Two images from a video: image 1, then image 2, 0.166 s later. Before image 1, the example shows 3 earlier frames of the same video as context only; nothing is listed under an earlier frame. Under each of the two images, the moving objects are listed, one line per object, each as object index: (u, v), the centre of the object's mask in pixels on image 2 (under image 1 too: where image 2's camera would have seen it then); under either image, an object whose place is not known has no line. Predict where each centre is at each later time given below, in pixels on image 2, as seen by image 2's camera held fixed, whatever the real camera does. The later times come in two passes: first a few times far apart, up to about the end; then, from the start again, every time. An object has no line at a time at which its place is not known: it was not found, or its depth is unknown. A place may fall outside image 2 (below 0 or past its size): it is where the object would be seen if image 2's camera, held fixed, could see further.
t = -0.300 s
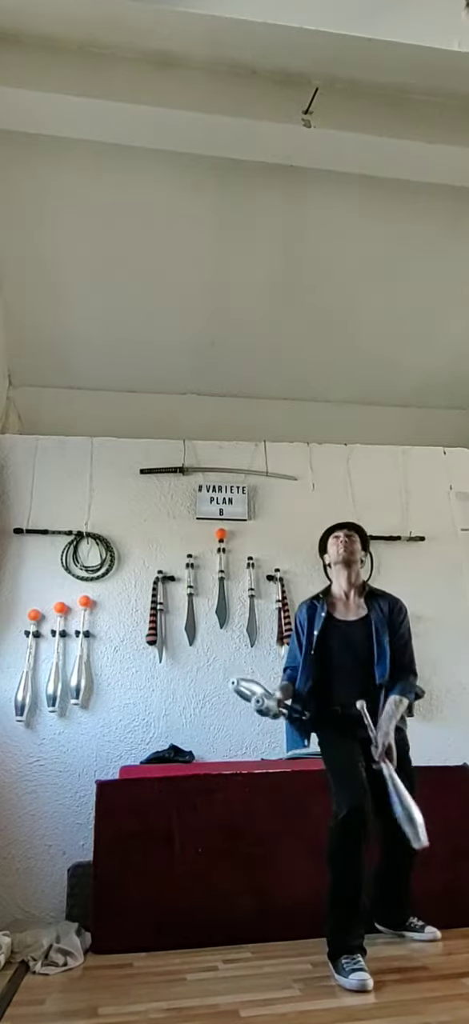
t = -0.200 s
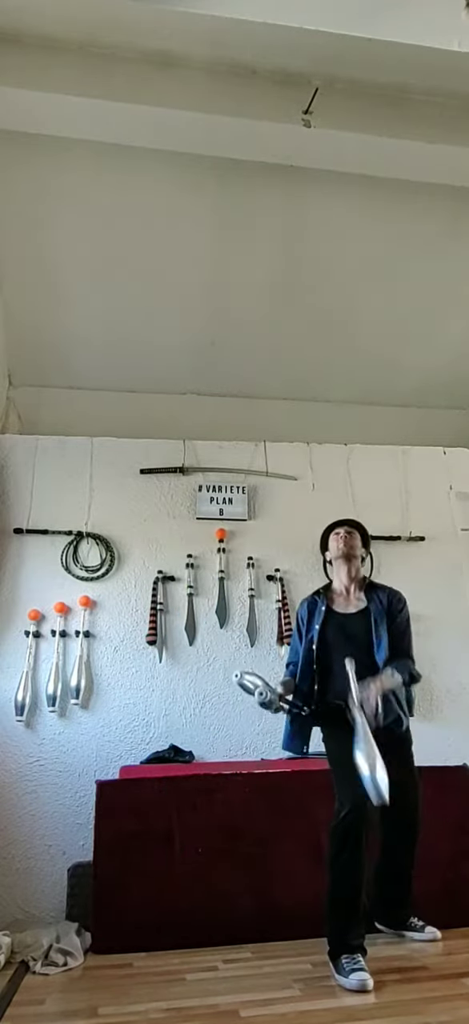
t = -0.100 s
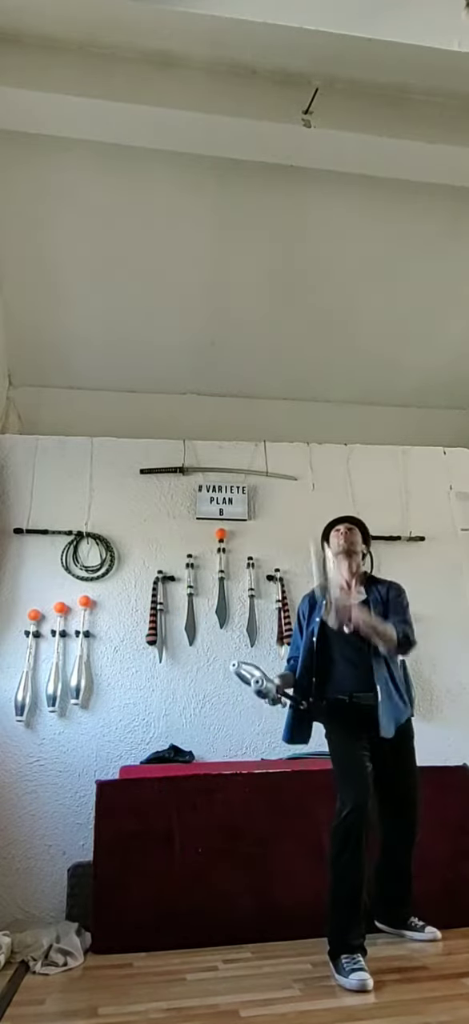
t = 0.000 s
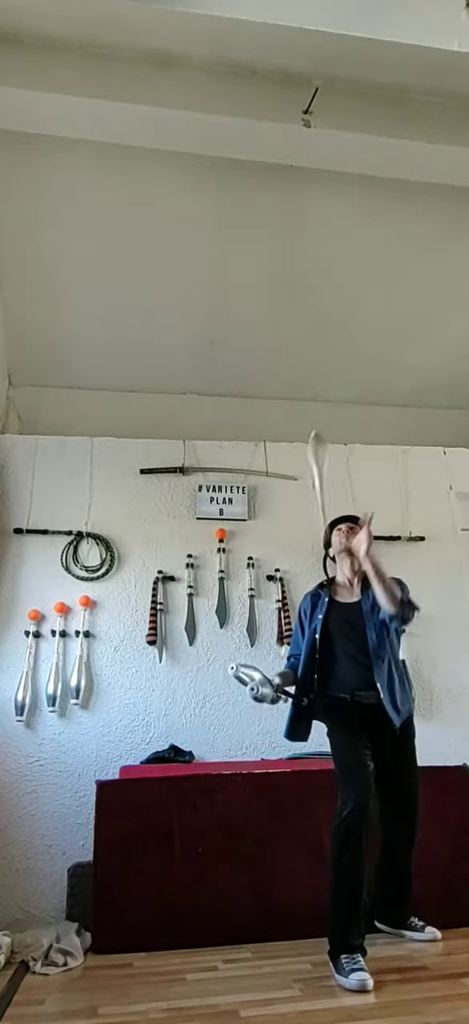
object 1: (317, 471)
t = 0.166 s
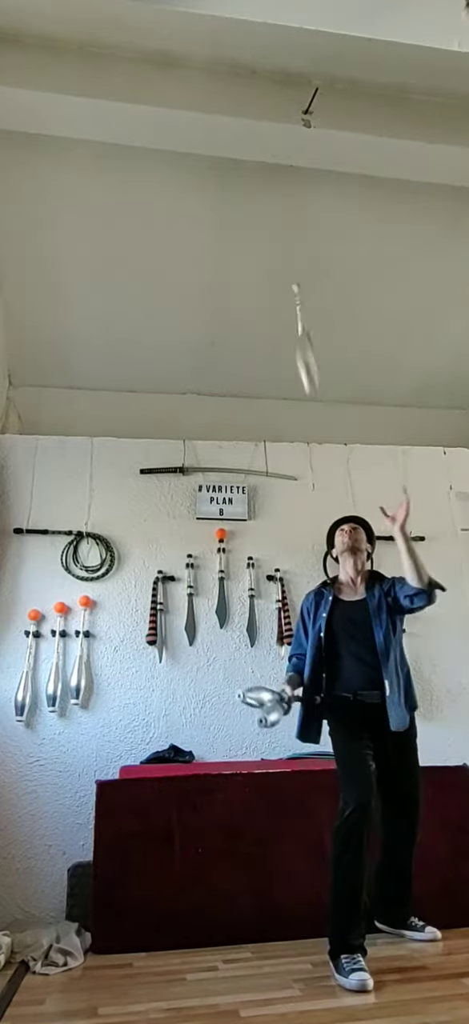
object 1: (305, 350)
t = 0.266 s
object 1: (296, 289)
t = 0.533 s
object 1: (292, 273)
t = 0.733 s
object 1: (293, 341)
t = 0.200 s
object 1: (300, 327)
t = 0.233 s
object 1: (296, 302)
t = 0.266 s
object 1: (296, 289)
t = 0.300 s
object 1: (295, 281)
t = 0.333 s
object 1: (294, 275)
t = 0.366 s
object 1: (295, 277)
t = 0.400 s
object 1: (292, 269)
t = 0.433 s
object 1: (288, 255)
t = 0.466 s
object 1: (291, 261)
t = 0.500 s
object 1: (292, 268)
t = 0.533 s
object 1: (292, 273)
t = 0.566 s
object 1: (292, 281)
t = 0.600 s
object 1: (290, 290)
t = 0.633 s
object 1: (289, 293)
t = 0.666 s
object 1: (291, 306)
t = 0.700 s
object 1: (293, 322)
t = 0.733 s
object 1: (293, 341)
